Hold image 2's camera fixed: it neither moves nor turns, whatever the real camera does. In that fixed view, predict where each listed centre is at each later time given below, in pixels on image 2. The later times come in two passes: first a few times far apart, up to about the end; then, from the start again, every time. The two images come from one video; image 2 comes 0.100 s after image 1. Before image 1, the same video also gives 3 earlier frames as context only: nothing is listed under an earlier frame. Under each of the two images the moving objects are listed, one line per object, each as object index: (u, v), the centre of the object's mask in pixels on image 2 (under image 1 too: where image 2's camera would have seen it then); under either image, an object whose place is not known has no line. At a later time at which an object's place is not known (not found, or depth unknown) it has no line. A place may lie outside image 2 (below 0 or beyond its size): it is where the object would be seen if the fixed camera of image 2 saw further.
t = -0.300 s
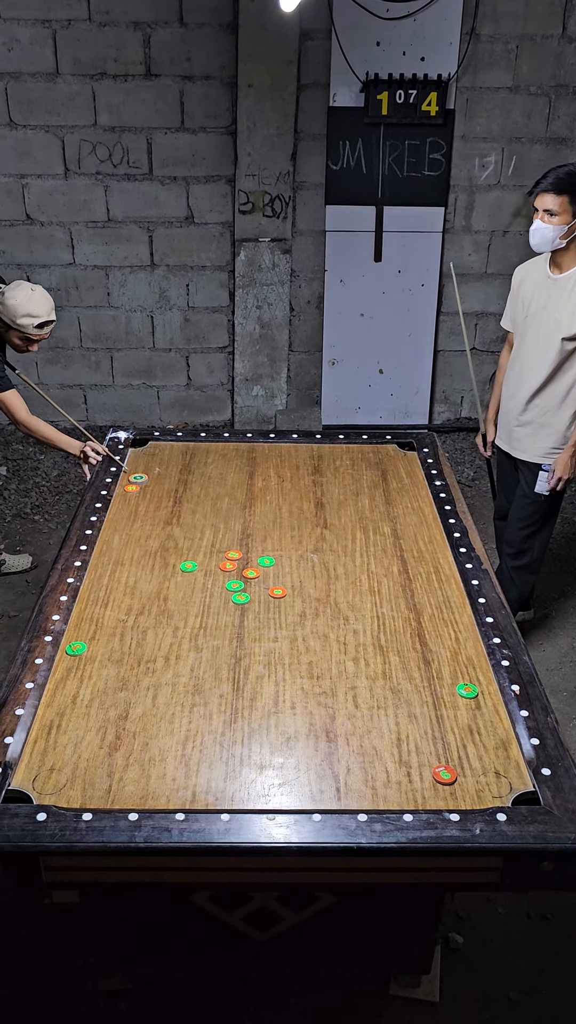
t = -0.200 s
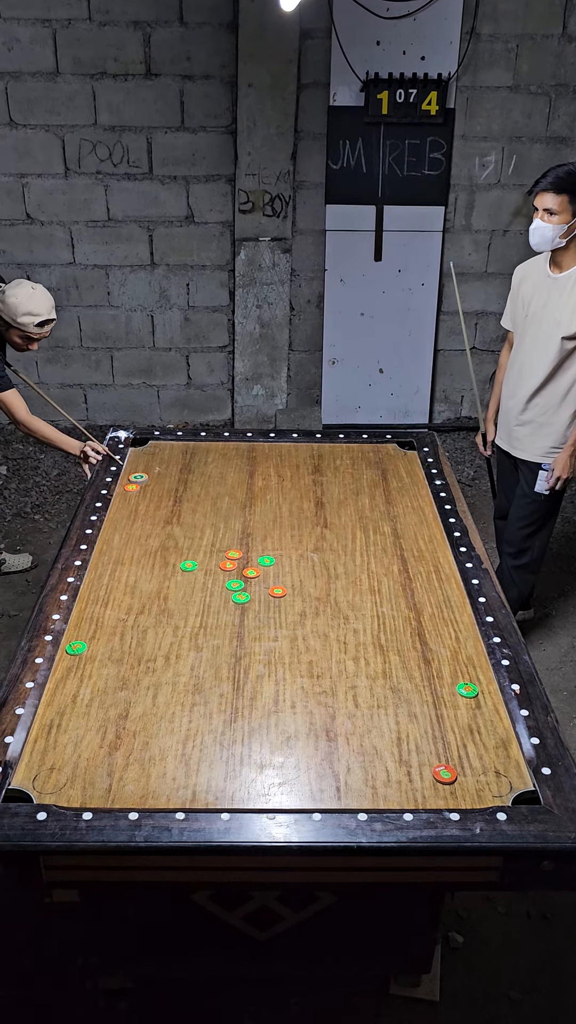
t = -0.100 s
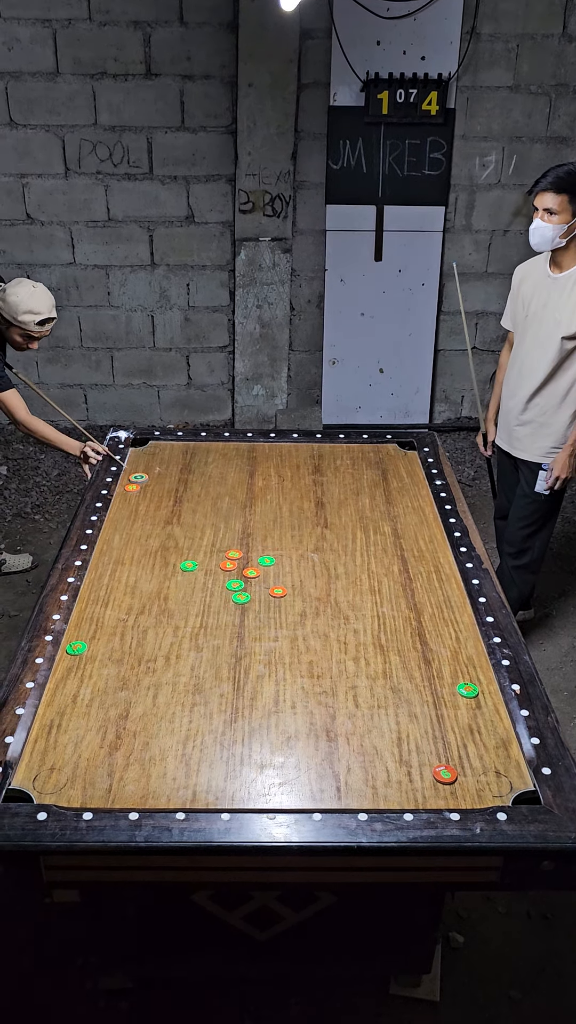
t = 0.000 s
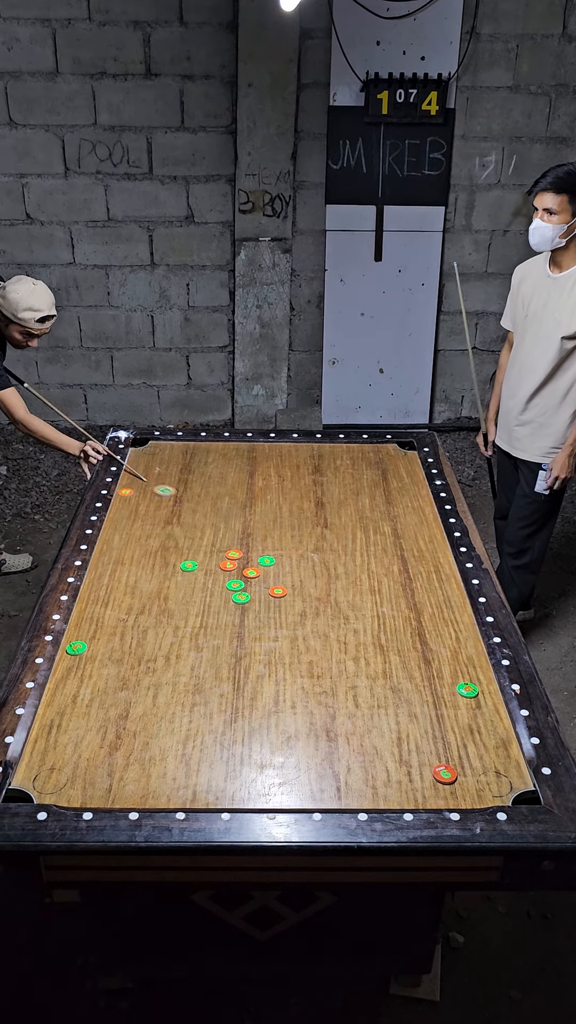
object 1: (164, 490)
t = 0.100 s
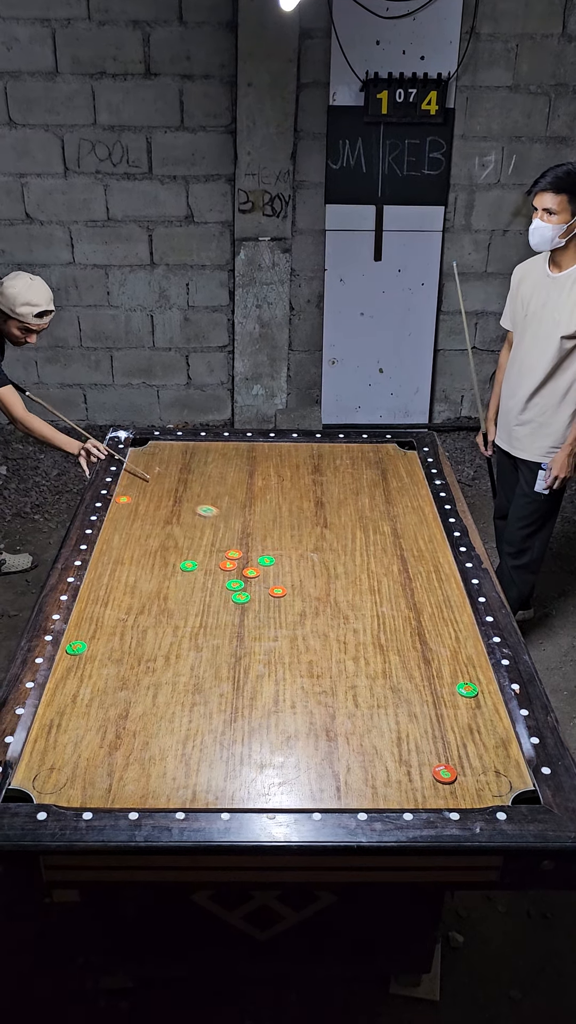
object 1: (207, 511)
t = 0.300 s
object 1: (296, 554)
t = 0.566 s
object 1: (423, 616)
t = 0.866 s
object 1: (414, 673)
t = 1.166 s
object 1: (345, 716)
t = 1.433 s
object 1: (298, 744)
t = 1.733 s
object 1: (273, 759)
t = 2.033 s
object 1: (271, 760)
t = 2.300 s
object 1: (271, 760)
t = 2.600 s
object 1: (272, 760)
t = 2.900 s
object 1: (272, 760)
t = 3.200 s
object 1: (272, 760)
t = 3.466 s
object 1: (271, 760)
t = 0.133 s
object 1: (221, 518)
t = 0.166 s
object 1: (235, 525)
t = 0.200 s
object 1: (250, 532)
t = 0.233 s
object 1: (265, 539)
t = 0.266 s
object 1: (280, 546)
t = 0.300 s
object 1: (296, 554)
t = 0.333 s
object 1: (311, 561)
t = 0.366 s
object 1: (326, 569)
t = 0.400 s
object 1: (343, 577)
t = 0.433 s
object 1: (358, 585)
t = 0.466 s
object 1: (374, 593)
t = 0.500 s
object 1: (391, 600)
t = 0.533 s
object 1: (407, 608)
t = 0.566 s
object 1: (423, 616)
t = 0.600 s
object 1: (440, 624)
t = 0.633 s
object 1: (457, 632)
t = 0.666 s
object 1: (467, 640)
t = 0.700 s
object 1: (458, 646)
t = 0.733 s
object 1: (449, 652)
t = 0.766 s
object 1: (440, 657)
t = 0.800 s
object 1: (431, 662)
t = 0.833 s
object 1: (423, 668)
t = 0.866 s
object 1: (414, 673)
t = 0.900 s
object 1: (406, 679)
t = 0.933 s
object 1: (397, 684)
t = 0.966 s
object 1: (389, 689)
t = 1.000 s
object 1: (381, 694)
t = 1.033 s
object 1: (373, 699)
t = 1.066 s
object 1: (365, 704)
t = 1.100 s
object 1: (358, 709)
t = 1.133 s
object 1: (351, 712)
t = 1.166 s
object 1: (345, 716)
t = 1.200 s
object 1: (338, 721)
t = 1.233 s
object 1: (331, 725)
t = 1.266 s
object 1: (324, 729)
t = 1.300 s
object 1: (319, 732)
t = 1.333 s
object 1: (313, 735)
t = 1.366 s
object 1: (308, 739)
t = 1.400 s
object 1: (303, 741)
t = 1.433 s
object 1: (298, 744)
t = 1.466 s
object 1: (294, 747)
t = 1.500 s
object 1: (290, 749)
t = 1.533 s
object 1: (286, 751)
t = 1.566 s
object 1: (283, 753)
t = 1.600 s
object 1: (281, 754)
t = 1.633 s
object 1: (278, 756)
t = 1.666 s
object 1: (276, 757)
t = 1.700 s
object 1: (274, 758)
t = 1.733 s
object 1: (273, 759)
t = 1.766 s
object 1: (272, 759)
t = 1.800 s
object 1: (272, 760)
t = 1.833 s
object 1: (271, 760)
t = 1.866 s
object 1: (271, 760)
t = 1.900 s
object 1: (272, 760)
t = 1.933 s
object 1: (271, 760)
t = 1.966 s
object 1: (272, 760)
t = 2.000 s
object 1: (271, 760)
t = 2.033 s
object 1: (271, 760)
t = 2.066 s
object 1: (271, 760)
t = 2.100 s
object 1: (271, 760)
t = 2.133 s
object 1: (272, 760)
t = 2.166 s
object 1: (272, 760)
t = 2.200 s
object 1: (271, 760)
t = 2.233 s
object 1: (271, 760)
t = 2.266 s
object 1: (271, 760)
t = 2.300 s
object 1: (271, 760)
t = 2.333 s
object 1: (271, 760)
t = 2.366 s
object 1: (271, 760)
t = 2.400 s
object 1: (271, 760)
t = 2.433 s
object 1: (271, 760)
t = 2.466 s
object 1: (272, 760)
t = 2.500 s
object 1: (272, 760)
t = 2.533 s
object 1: (272, 760)
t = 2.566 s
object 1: (272, 760)
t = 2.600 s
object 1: (272, 760)
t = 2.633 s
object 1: (272, 760)
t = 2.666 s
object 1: (271, 760)
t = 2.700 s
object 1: (272, 760)
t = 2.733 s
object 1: (272, 760)
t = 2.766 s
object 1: (272, 760)
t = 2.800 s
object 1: (272, 760)
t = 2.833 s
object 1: (272, 760)
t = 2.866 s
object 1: (272, 760)
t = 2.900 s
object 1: (272, 760)
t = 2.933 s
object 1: (272, 760)
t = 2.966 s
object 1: (272, 760)
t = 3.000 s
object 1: (272, 760)
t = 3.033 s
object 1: (272, 760)
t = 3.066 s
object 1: (272, 760)
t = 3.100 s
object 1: (272, 760)
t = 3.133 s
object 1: (272, 760)
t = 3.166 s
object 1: (272, 760)
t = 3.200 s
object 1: (272, 760)
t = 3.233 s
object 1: (272, 760)
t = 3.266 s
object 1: (272, 760)
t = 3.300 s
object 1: (272, 760)
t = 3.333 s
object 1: (272, 760)
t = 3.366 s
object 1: (272, 760)
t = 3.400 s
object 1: (271, 759)
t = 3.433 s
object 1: (271, 759)
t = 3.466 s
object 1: (271, 760)
